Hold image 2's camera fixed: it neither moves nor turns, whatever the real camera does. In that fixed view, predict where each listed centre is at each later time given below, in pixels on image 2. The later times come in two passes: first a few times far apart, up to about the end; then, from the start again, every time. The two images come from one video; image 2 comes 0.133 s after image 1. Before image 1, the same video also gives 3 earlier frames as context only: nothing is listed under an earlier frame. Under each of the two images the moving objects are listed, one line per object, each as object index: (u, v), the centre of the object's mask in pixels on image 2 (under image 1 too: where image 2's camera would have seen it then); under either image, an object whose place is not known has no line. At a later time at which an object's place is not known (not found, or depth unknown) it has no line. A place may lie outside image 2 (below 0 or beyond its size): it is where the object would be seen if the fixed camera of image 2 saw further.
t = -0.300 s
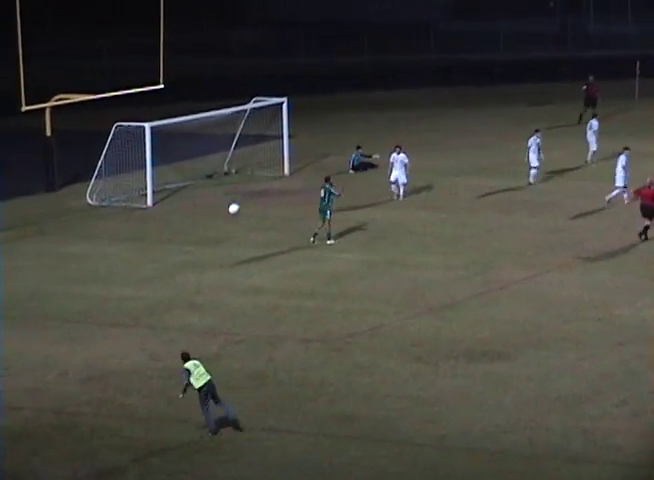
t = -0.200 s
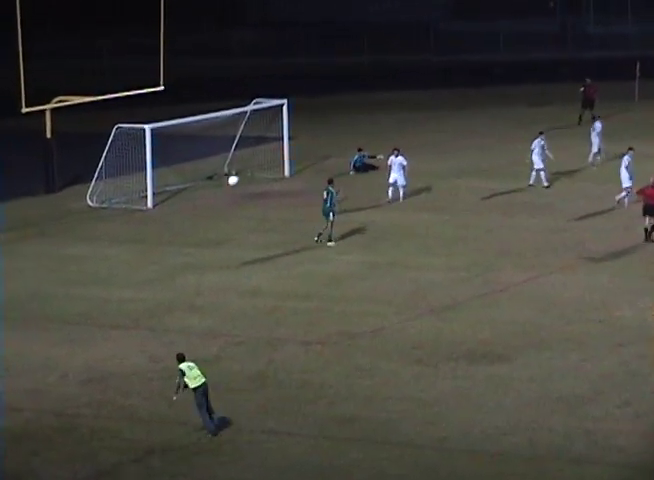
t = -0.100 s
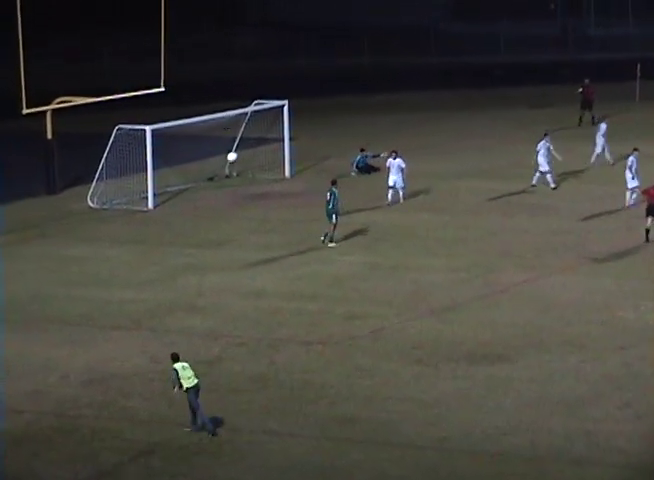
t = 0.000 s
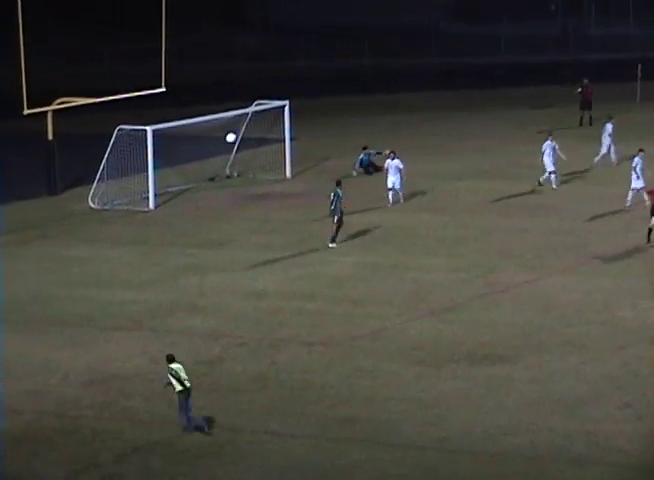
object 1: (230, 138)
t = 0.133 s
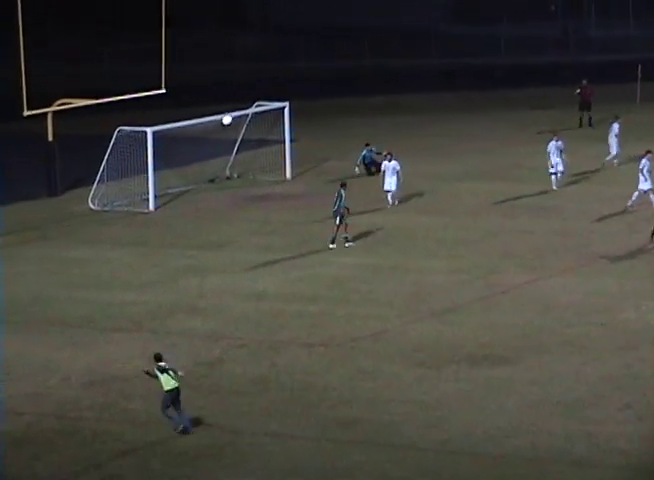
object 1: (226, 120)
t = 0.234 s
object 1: (225, 112)
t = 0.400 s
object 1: (216, 105)
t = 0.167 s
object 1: (226, 118)
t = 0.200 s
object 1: (226, 115)
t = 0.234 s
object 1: (225, 112)
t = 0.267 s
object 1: (224, 111)
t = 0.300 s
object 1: (222, 109)
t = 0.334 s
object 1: (221, 108)
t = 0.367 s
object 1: (218, 106)
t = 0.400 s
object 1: (216, 105)
